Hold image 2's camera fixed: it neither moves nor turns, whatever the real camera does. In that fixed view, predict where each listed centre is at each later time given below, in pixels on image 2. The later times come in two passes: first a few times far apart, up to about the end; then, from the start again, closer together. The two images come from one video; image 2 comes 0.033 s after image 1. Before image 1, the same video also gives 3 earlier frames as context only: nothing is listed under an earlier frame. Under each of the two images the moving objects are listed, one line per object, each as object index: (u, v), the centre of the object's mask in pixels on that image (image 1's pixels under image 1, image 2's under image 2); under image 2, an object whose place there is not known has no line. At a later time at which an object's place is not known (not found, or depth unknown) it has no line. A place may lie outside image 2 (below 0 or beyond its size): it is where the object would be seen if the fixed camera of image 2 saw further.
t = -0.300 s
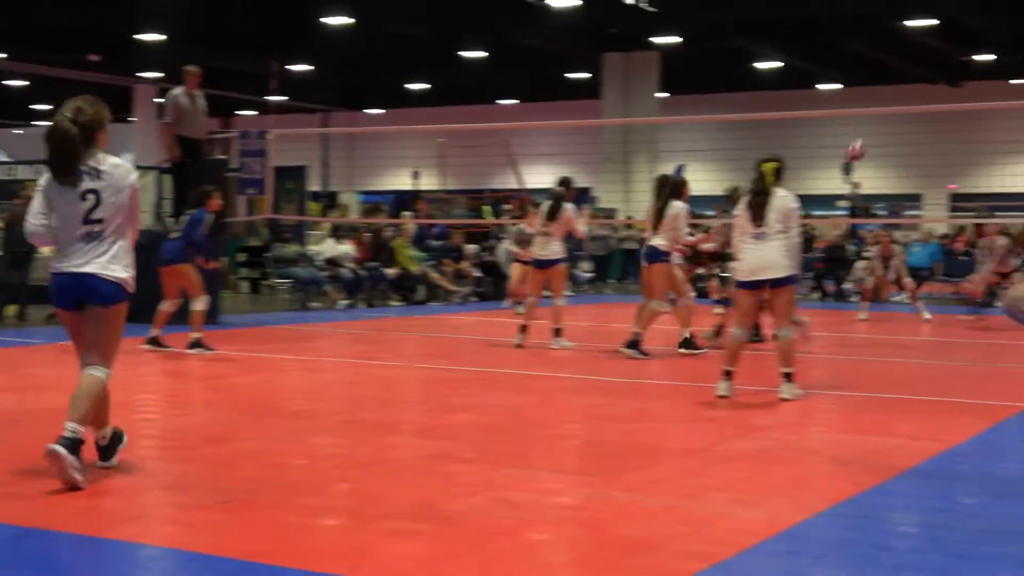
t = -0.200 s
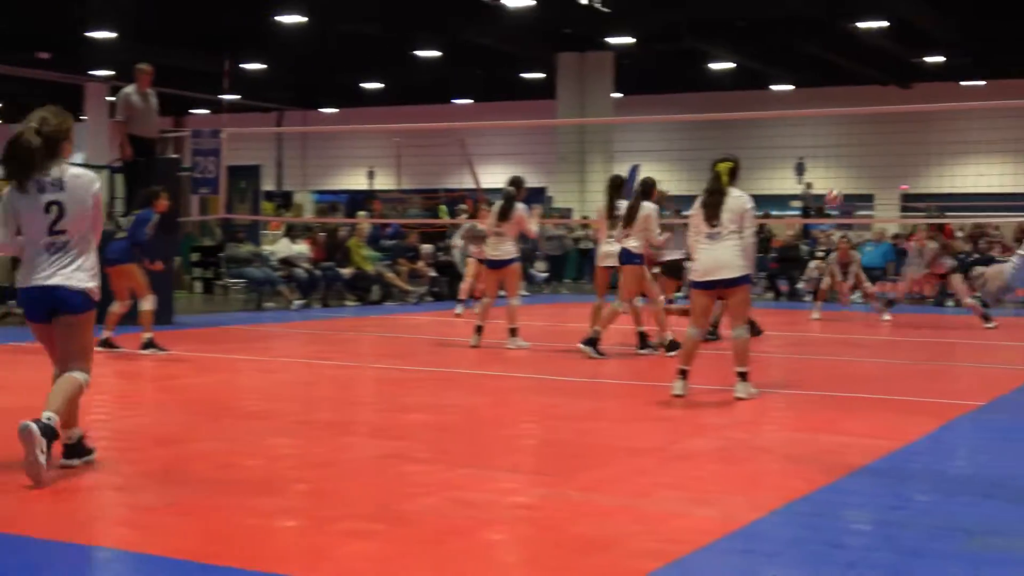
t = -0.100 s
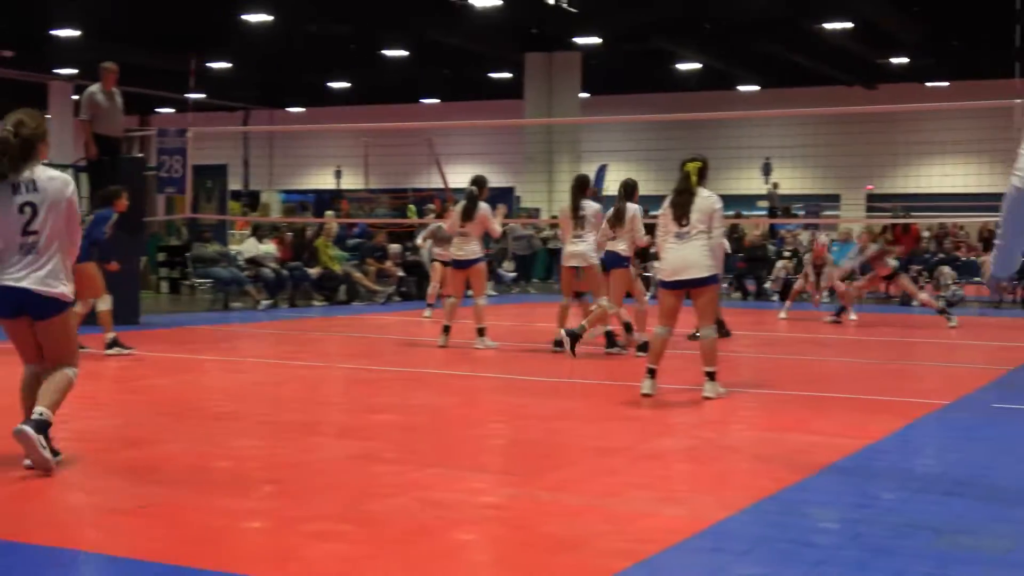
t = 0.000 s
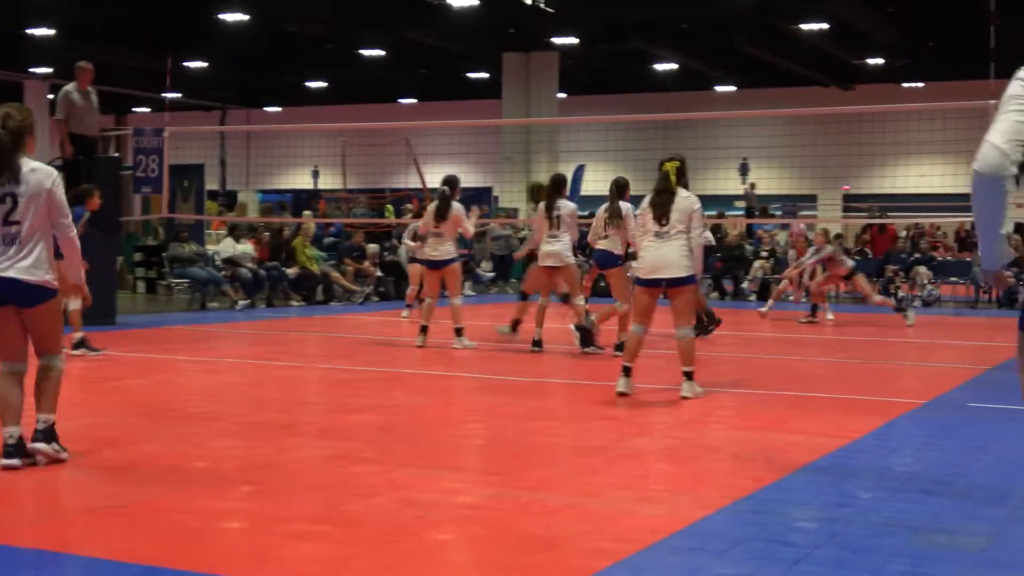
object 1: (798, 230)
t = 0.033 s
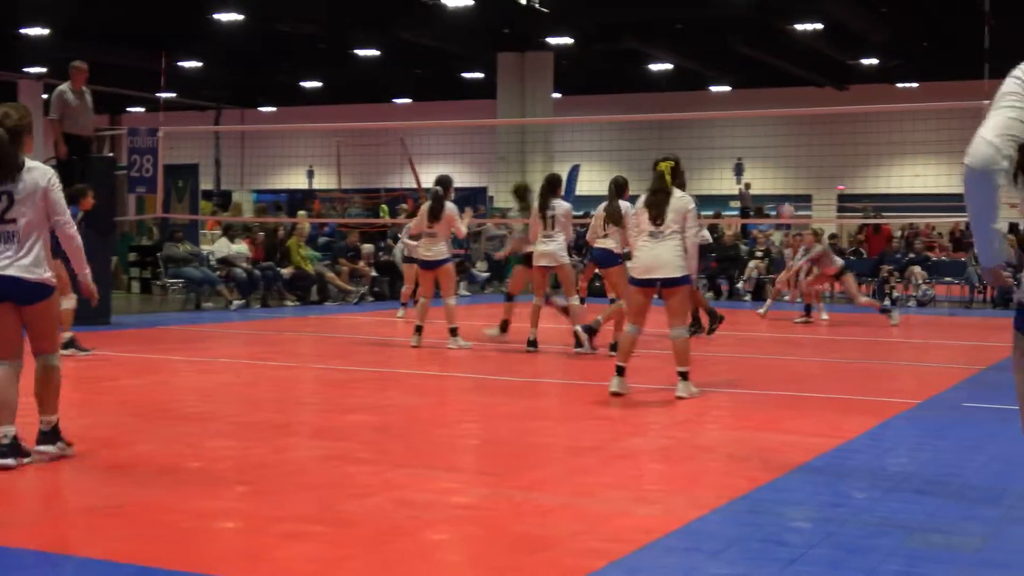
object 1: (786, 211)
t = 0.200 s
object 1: (761, 141)
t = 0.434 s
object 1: (725, 76)
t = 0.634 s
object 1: (692, 52)
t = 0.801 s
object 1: (665, 55)
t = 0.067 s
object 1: (782, 200)
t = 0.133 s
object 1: (771, 168)
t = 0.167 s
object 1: (768, 154)
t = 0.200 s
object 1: (761, 141)
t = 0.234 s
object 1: (756, 129)
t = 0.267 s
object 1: (751, 120)
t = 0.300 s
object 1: (746, 105)
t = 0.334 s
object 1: (740, 98)
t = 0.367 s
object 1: (735, 90)
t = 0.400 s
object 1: (730, 83)
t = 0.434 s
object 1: (725, 76)
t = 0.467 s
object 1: (719, 70)
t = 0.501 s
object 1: (714, 64)
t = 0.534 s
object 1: (709, 60)
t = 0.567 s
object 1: (703, 56)
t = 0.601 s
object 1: (697, 54)
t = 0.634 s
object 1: (692, 52)
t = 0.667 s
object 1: (686, 51)
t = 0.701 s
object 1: (681, 50)
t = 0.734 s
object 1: (675, 51)
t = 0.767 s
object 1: (670, 54)
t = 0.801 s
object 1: (665, 55)
